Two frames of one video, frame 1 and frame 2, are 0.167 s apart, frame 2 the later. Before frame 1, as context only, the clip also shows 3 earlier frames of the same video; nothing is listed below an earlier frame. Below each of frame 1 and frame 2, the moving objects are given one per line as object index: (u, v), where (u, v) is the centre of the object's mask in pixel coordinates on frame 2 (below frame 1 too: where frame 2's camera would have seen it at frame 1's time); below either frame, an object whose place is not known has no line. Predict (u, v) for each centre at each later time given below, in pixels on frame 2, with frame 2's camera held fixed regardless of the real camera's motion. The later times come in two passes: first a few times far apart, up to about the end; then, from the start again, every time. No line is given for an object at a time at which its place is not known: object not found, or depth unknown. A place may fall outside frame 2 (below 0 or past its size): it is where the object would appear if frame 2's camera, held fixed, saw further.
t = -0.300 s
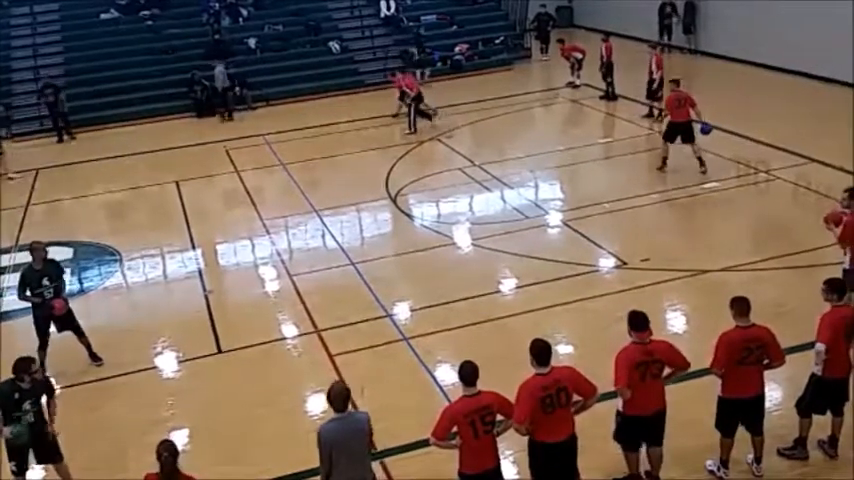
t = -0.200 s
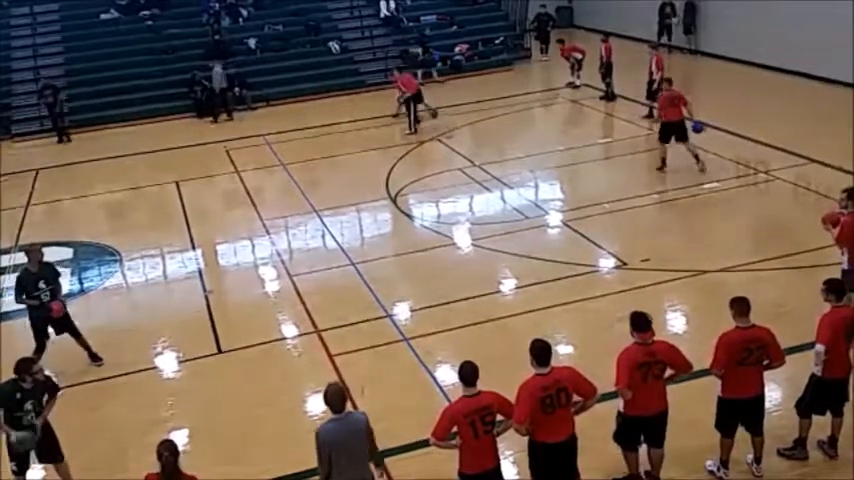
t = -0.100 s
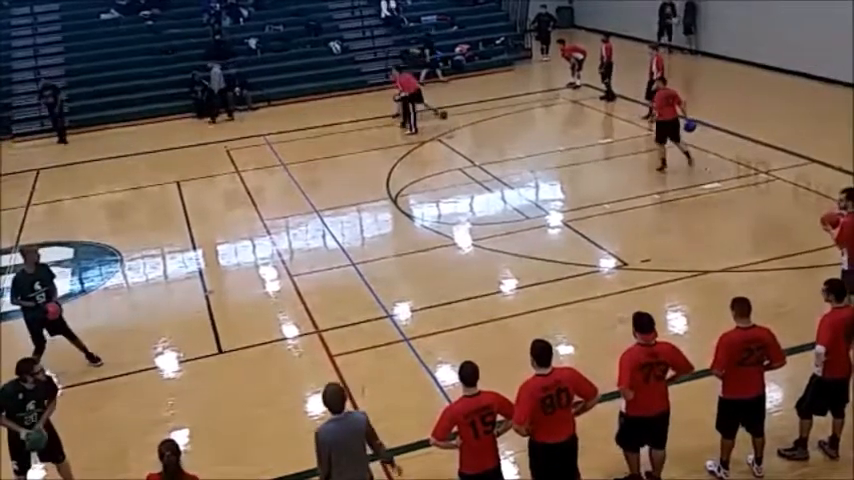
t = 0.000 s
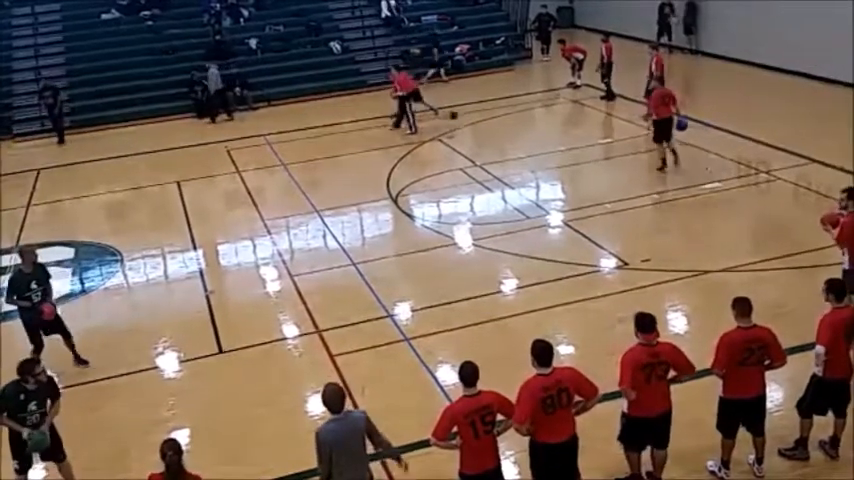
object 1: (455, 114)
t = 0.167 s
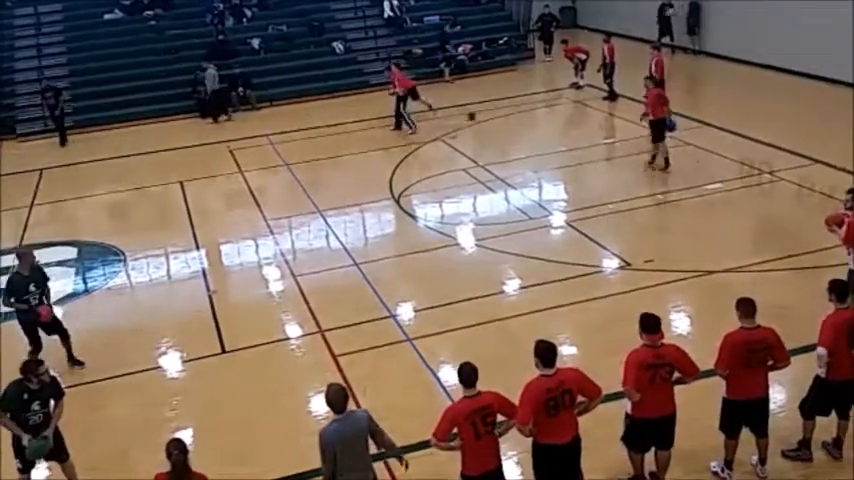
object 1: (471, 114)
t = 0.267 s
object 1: (479, 114)
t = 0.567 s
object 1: (507, 116)
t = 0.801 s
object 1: (529, 118)
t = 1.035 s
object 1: (551, 120)
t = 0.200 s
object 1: (473, 114)
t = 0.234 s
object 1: (477, 114)
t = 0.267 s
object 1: (479, 114)
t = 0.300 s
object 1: (483, 114)
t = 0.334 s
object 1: (486, 114)
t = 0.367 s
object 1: (489, 114)
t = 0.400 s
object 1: (490, 113)
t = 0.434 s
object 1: (494, 115)
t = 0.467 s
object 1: (497, 114)
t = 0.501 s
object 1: (502, 114)
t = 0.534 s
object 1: (504, 116)
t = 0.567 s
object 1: (507, 116)
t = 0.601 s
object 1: (510, 115)
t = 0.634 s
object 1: (514, 115)
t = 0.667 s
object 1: (517, 116)
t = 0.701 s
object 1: (520, 117)
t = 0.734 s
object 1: (523, 117)
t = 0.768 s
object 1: (526, 118)
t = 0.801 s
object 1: (529, 118)
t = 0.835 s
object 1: (533, 118)
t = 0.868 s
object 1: (535, 118)
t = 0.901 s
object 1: (538, 119)
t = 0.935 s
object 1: (541, 119)
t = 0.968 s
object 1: (545, 119)
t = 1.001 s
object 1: (548, 119)
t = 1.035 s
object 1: (551, 120)
